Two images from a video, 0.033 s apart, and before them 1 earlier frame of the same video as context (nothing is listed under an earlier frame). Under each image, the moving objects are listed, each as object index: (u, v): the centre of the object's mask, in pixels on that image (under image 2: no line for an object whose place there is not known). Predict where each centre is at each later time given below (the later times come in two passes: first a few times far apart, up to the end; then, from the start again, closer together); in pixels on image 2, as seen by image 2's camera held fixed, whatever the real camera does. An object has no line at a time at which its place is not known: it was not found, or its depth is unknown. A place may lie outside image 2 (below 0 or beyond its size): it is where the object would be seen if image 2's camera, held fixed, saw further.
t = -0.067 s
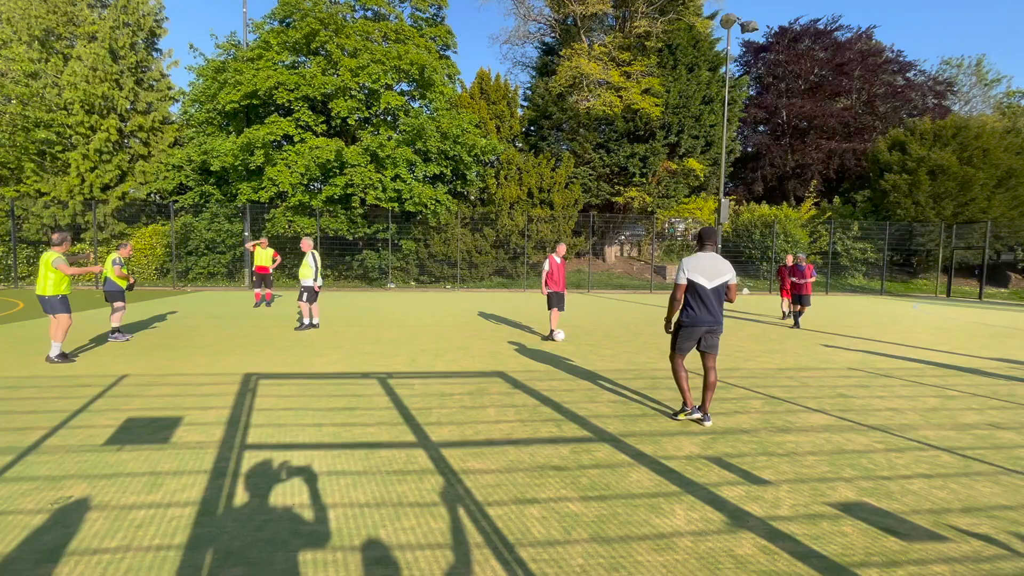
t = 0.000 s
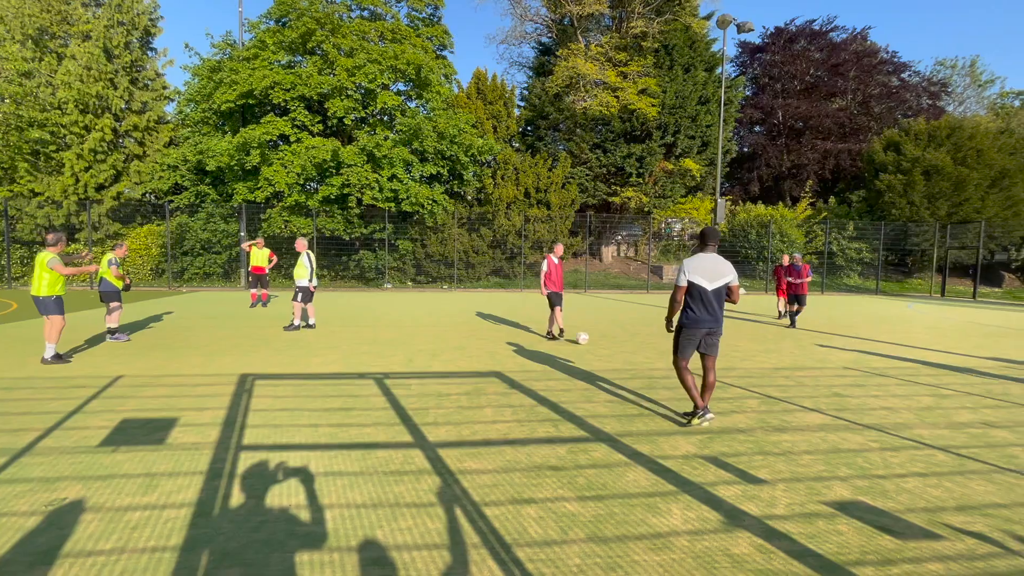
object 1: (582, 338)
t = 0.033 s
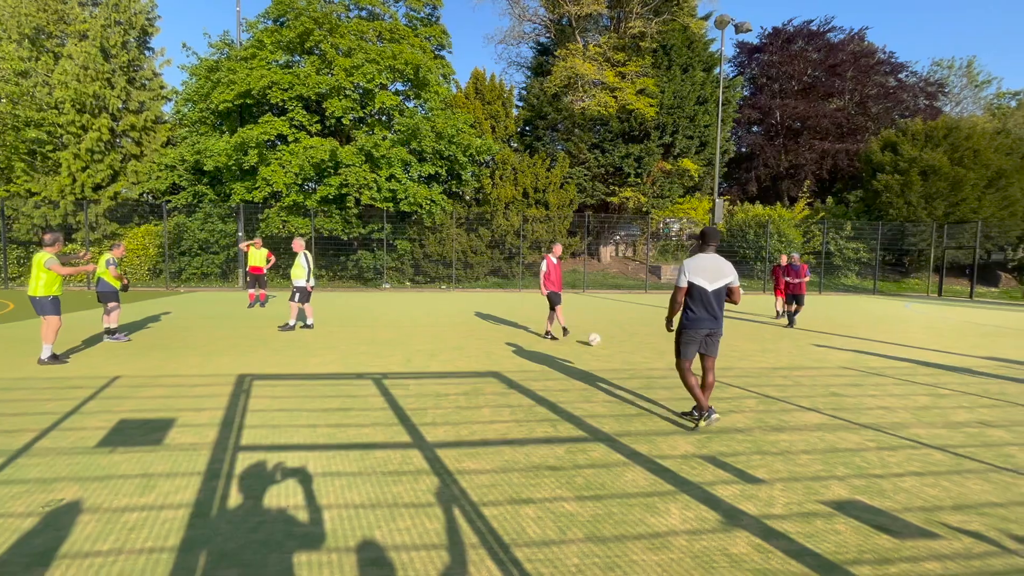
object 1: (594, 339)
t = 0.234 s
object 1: (676, 348)
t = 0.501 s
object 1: (779, 358)
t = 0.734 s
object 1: (873, 365)
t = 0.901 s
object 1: (946, 370)
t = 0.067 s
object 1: (607, 341)
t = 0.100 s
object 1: (622, 342)
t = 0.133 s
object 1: (635, 343)
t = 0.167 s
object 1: (649, 345)
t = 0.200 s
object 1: (663, 346)
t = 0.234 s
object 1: (676, 348)
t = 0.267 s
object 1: (690, 349)
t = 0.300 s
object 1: (699, 351)
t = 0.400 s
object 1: (747, 357)
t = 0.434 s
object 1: (755, 356)
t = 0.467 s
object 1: (766, 356)
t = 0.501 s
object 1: (779, 358)
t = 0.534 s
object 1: (792, 359)
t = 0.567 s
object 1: (805, 359)
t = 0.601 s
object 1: (818, 361)
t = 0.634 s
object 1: (832, 362)
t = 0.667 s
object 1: (846, 364)
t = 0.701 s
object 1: (859, 364)
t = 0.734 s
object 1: (873, 365)
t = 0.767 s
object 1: (887, 367)
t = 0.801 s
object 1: (902, 369)
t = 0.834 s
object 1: (916, 369)
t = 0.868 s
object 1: (930, 369)
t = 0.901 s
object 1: (946, 370)
